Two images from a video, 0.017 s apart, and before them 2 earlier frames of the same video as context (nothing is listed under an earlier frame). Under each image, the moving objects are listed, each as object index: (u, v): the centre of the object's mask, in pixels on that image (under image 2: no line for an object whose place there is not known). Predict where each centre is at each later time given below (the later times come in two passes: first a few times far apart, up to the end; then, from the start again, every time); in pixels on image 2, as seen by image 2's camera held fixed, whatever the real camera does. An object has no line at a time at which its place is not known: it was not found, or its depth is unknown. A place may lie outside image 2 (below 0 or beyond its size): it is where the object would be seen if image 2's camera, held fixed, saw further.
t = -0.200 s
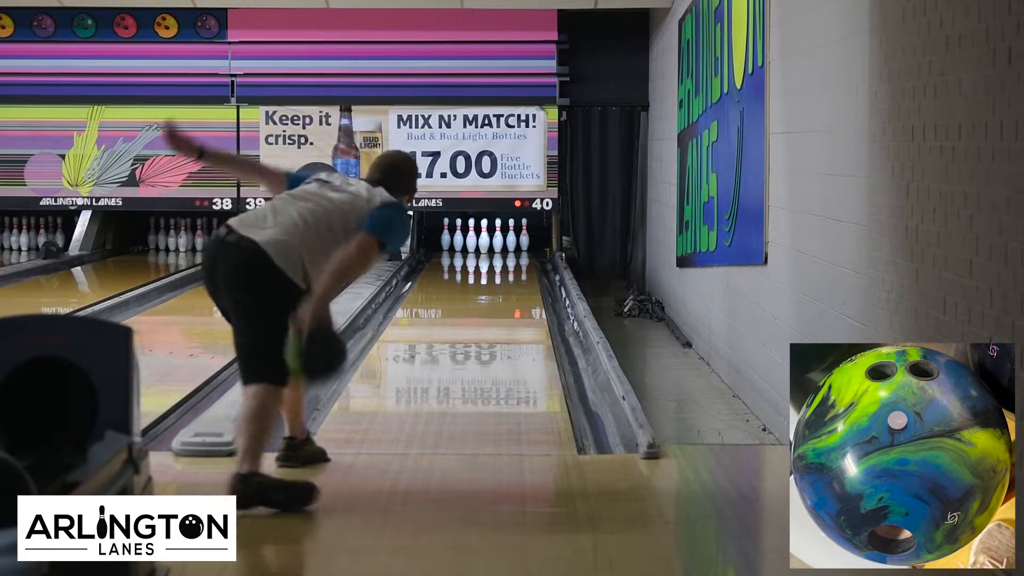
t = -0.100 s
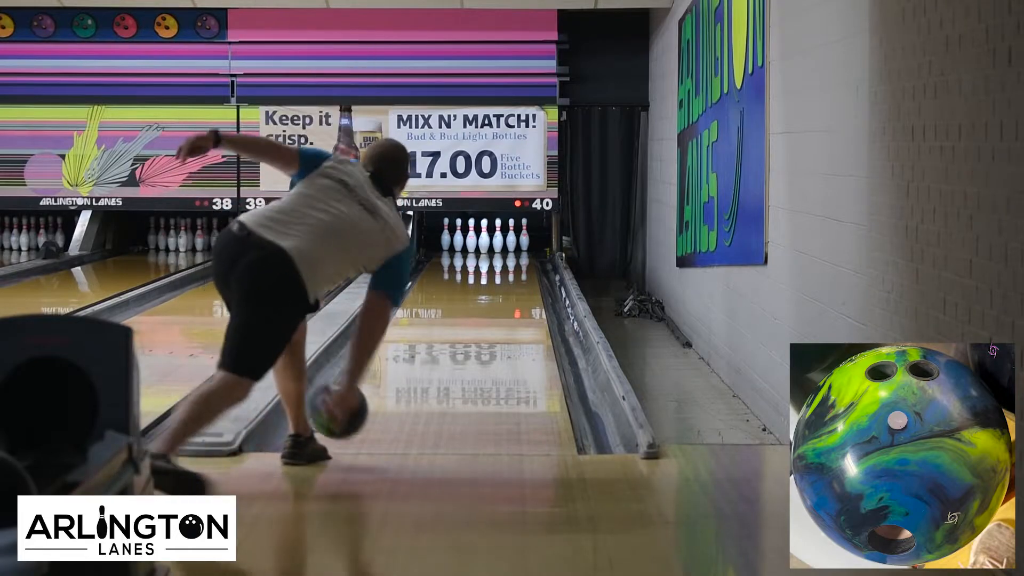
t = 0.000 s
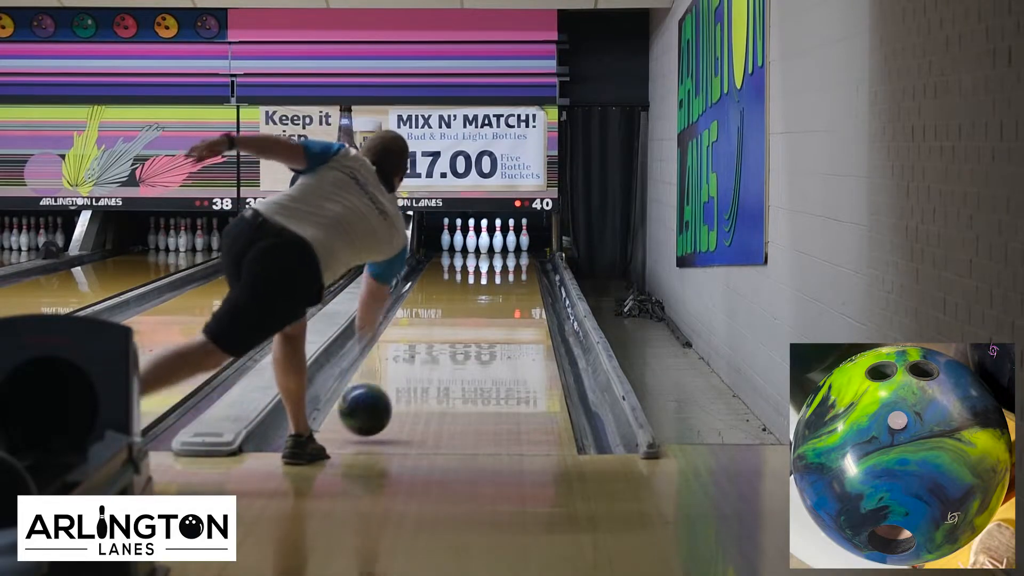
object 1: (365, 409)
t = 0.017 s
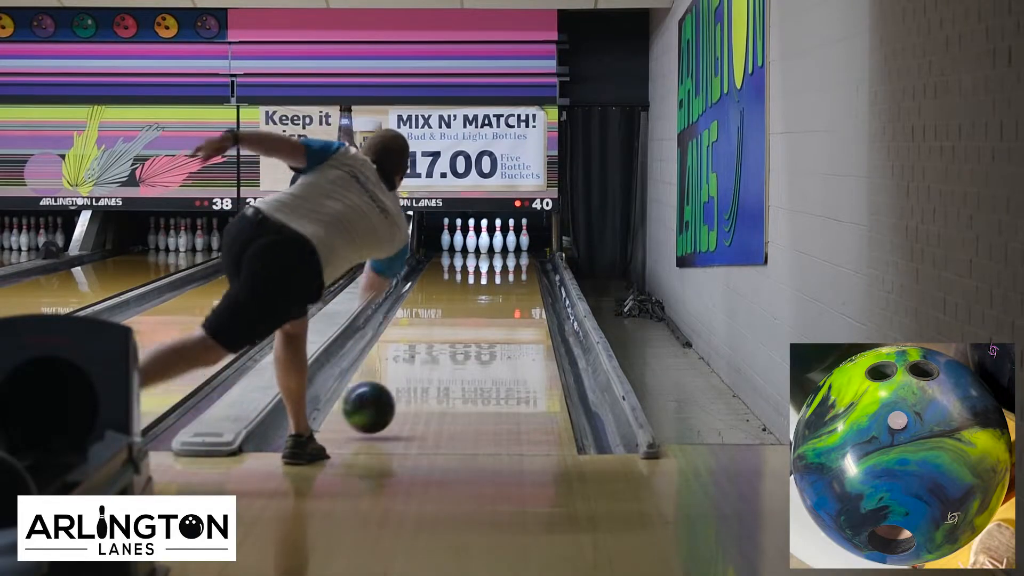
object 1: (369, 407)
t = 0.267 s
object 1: (415, 367)
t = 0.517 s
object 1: (448, 335)
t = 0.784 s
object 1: (472, 311)
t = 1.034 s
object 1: (488, 293)
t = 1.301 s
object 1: (499, 278)
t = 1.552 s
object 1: (505, 266)
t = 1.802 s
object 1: (506, 257)
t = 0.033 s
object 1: (373, 405)
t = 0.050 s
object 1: (376, 404)
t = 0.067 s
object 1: (380, 401)
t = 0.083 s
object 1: (384, 397)
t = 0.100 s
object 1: (387, 394)
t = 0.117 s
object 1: (390, 391)
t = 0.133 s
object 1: (393, 388)
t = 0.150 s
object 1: (396, 385)
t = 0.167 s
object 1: (399, 382)
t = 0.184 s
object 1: (402, 380)
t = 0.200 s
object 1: (405, 377)
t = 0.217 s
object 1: (408, 374)
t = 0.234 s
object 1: (411, 372)
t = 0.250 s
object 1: (413, 369)
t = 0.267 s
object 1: (415, 367)
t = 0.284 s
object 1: (418, 364)
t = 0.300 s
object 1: (421, 362)
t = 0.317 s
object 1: (423, 359)
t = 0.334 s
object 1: (426, 357)
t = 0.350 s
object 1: (428, 355)
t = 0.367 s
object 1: (430, 353)
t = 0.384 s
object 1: (432, 351)
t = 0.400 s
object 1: (434, 349)
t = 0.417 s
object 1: (436, 346)
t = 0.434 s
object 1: (438, 344)
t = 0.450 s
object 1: (441, 343)
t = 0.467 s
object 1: (442, 341)
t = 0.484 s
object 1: (444, 339)
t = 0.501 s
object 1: (446, 337)
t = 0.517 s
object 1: (448, 335)
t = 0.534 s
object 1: (450, 333)
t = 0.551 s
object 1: (452, 332)
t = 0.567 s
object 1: (454, 330)
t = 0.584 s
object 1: (456, 329)
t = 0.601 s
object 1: (457, 327)
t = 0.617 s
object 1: (458, 325)
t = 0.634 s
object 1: (460, 324)
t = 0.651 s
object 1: (461, 323)
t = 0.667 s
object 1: (462, 321)
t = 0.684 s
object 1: (464, 320)
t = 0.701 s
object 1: (465, 318)
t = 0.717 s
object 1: (467, 317)
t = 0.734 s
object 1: (468, 316)
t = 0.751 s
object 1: (470, 314)
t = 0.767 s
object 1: (471, 313)
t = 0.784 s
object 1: (472, 311)
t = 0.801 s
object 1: (473, 310)
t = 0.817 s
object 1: (474, 309)
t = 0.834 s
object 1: (476, 307)
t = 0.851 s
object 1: (477, 306)
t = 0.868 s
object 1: (478, 305)
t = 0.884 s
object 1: (479, 304)
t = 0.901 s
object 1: (480, 302)
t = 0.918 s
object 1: (481, 301)
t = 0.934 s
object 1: (482, 300)
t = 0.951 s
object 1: (483, 299)
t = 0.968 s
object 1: (485, 298)
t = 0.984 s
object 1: (485, 296)
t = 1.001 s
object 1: (486, 296)
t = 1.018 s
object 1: (487, 294)
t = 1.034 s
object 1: (488, 293)
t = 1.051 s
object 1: (489, 292)
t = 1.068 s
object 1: (490, 291)
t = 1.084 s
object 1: (490, 290)
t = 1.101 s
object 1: (491, 289)
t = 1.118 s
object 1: (492, 288)
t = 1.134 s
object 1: (492, 287)
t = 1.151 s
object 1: (494, 286)
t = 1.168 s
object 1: (494, 285)
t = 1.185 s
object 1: (495, 284)
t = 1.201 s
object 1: (496, 283)
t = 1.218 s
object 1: (496, 282)
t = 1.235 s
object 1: (497, 281)
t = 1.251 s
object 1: (497, 280)
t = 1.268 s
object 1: (498, 279)
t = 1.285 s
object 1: (499, 278)
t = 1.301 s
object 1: (499, 278)
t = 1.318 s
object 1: (499, 277)
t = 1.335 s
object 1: (500, 276)
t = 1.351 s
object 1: (500, 275)
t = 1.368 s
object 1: (501, 274)
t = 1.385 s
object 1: (501, 274)
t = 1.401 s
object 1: (501, 273)
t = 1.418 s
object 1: (502, 272)
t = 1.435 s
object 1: (503, 271)
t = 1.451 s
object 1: (504, 270)
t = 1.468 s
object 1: (505, 270)
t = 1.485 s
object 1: (504, 269)
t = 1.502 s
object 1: (504, 268)
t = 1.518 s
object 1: (504, 267)
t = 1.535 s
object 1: (505, 267)
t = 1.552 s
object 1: (505, 266)
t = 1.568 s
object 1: (505, 266)
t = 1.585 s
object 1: (505, 265)
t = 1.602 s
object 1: (506, 264)
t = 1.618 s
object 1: (506, 263)
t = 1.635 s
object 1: (506, 263)
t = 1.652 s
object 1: (506, 262)
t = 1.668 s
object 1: (506, 261)
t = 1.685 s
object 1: (505, 261)
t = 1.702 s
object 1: (506, 260)
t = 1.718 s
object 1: (507, 260)
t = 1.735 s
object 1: (507, 259)
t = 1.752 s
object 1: (507, 259)
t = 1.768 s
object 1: (507, 258)
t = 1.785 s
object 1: (506, 257)
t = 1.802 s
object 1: (506, 257)
